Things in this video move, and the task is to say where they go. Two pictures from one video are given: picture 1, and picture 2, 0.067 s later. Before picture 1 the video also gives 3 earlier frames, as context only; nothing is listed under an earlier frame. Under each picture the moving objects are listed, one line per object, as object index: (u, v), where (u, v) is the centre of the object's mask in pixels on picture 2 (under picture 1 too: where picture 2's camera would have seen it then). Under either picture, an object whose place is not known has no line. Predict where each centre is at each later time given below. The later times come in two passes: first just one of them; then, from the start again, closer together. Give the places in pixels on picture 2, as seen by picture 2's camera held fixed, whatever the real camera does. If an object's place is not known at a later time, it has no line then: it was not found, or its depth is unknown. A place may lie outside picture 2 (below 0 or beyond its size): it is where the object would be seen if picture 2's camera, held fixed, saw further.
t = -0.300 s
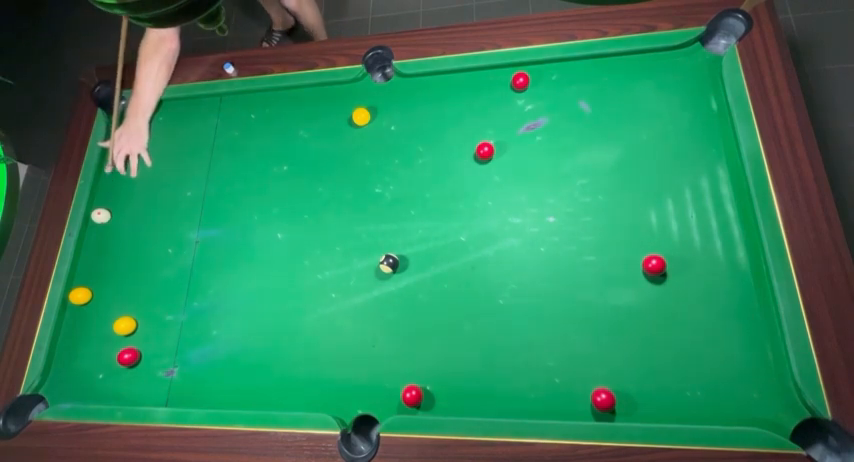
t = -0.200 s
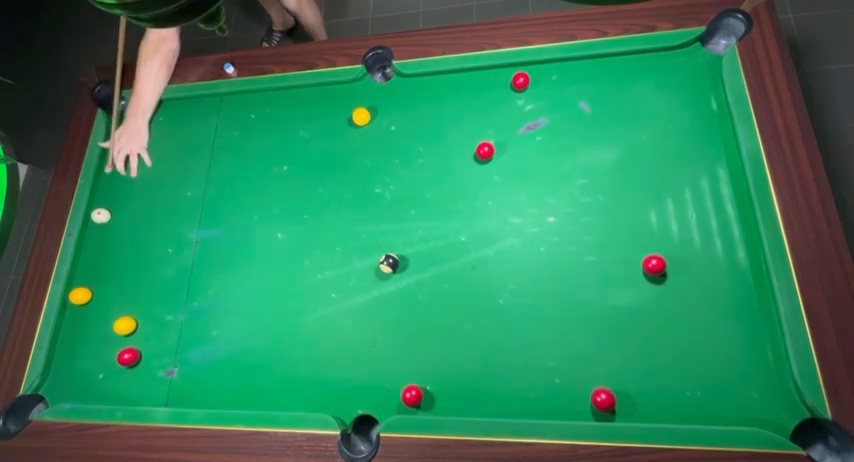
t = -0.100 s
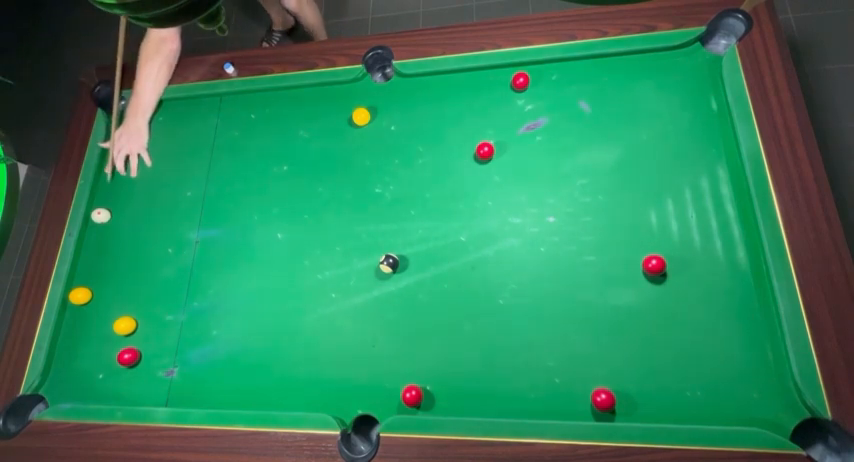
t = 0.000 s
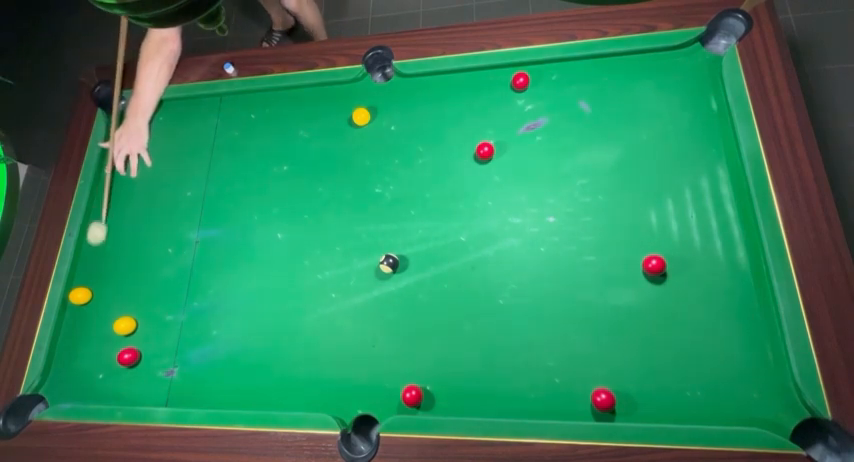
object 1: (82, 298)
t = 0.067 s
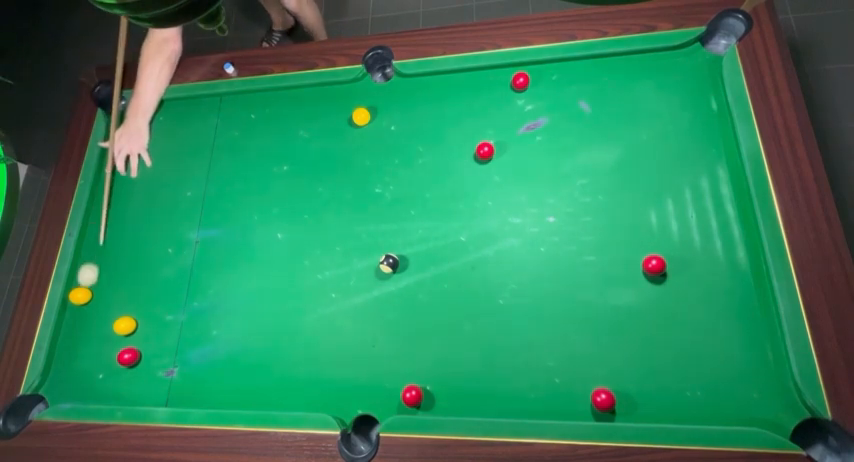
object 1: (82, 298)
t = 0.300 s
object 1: (37, 405)
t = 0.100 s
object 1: (76, 313)
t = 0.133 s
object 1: (69, 331)
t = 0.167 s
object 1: (63, 348)
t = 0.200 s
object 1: (57, 365)
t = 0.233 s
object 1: (51, 381)
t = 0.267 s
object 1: (44, 394)
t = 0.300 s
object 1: (37, 405)
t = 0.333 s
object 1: (30, 404)
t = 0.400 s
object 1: (35, 409)
